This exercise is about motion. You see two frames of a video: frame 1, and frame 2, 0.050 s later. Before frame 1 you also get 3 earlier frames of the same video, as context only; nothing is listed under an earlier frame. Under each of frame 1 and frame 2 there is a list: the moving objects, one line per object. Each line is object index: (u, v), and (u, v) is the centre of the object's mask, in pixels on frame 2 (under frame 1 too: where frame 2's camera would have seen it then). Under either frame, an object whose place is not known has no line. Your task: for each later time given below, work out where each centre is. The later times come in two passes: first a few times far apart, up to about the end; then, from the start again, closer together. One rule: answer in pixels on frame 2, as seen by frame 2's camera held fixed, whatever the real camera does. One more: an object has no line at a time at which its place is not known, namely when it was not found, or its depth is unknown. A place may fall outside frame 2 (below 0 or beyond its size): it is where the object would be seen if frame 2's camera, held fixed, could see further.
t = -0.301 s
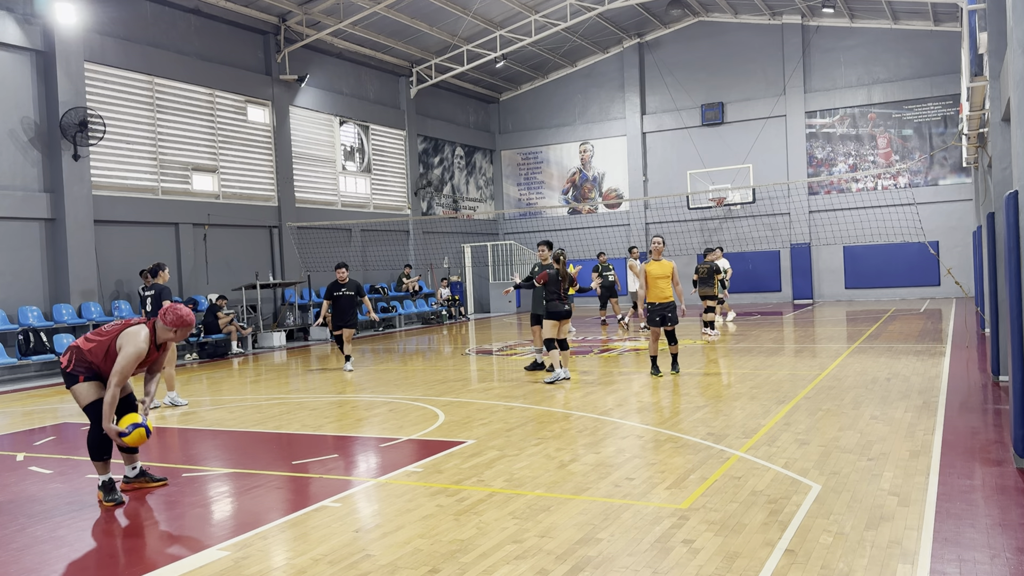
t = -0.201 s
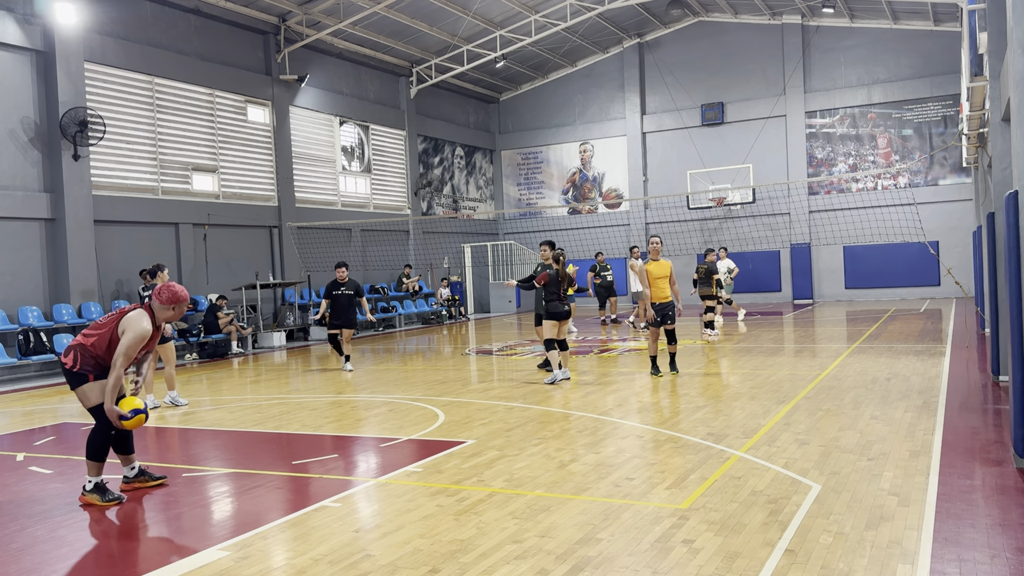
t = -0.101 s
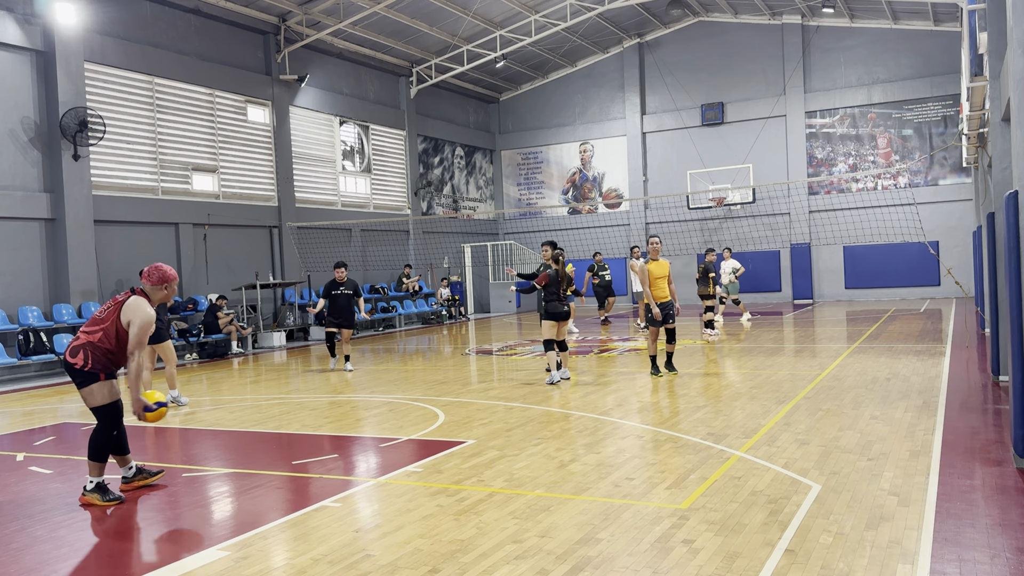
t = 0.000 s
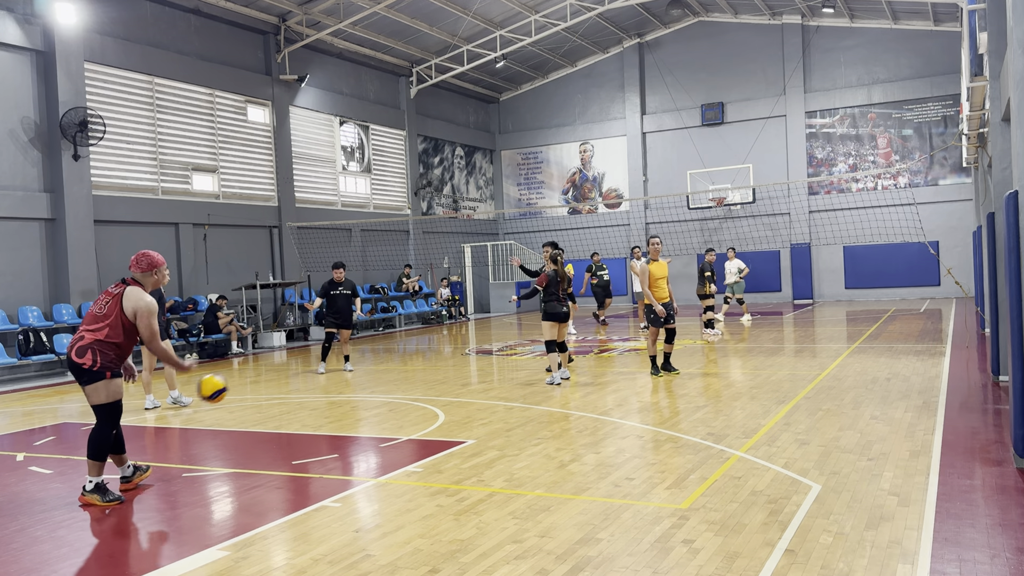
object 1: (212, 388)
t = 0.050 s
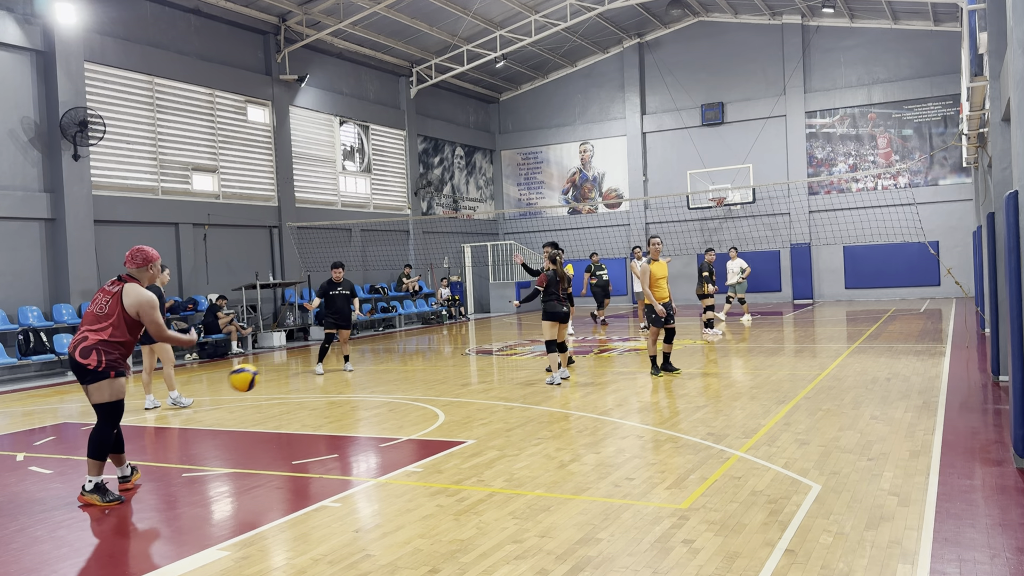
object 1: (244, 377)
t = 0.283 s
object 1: (355, 375)
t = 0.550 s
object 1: (423, 361)
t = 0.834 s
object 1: (462, 346)
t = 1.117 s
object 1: (493, 344)
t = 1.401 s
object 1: (517, 337)
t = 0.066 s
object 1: (253, 375)
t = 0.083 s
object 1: (262, 373)
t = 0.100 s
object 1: (271, 371)
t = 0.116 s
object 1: (281, 370)
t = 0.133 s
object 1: (289, 369)
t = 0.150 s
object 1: (297, 368)
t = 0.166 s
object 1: (305, 368)
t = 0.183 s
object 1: (313, 368)
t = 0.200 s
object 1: (321, 368)
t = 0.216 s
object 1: (328, 369)
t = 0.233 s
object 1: (334, 370)
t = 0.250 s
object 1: (341, 371)
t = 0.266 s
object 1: (348, 373)
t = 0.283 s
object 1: (355, 375)
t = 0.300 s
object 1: (361, 377)
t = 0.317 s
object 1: (367, 379)
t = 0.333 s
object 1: (373, 382)
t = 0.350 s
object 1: (379, 384)
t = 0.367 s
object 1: (385, 387)
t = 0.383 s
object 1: (390, 390)
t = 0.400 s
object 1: (396, 393)
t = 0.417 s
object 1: (401, 396)
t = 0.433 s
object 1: (404, 392)
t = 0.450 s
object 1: (407, 386)
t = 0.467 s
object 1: (410, 381)
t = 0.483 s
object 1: (412, 376)
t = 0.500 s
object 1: (415, 373)
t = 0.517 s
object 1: (417, 368)
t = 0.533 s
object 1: (420, 364)
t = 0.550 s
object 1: (423, 361)
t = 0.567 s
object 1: (426, 358)
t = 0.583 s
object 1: (428, 355)
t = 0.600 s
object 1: (431, 353)
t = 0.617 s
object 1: (433, 350)
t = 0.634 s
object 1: (435, 349)
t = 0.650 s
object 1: (438, 347)
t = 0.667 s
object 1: (440, 346)
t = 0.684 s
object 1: (443, 345)
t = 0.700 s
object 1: (445, 344)
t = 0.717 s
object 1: (447, 343)
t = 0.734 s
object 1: (449, 343)
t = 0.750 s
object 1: (452, 343)
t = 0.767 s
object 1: (454, 343)
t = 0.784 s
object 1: (456, 343)
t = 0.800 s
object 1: (458, 344)
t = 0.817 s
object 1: (461, 345)
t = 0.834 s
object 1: (462, 346)
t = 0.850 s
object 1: (464, 347)
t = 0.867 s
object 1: (466, 348)
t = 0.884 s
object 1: (468, 350)
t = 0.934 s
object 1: (474, 355)
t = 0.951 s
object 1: (476, 358)
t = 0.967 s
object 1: (478, 360)
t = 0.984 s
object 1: (480, 364)
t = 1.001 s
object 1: (482, 363)
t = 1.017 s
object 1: (483, 360)
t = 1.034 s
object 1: (485, 357)
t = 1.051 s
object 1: (487, 353)
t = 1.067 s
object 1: (488, 351)
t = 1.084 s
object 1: (490, 348)
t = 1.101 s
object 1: (491, 346)
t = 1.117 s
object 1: (493, 344)
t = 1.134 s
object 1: (494, 342)
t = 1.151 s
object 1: (495, 340)
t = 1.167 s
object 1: (497, 339)
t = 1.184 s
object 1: (498, 337)
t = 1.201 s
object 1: (500, 336)
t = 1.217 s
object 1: (501, 335)
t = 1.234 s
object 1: (503, 334)
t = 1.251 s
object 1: (504, 334)
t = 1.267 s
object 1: (506, 334)
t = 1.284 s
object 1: (508, 333)
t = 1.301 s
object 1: (509, 333)
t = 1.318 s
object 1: (510, 334)
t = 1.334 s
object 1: (511, 334)
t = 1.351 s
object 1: (513, 334)
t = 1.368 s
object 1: (514, 335)
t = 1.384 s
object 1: (516, 336)
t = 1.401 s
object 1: (517, 337)
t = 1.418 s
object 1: (518, 339)
